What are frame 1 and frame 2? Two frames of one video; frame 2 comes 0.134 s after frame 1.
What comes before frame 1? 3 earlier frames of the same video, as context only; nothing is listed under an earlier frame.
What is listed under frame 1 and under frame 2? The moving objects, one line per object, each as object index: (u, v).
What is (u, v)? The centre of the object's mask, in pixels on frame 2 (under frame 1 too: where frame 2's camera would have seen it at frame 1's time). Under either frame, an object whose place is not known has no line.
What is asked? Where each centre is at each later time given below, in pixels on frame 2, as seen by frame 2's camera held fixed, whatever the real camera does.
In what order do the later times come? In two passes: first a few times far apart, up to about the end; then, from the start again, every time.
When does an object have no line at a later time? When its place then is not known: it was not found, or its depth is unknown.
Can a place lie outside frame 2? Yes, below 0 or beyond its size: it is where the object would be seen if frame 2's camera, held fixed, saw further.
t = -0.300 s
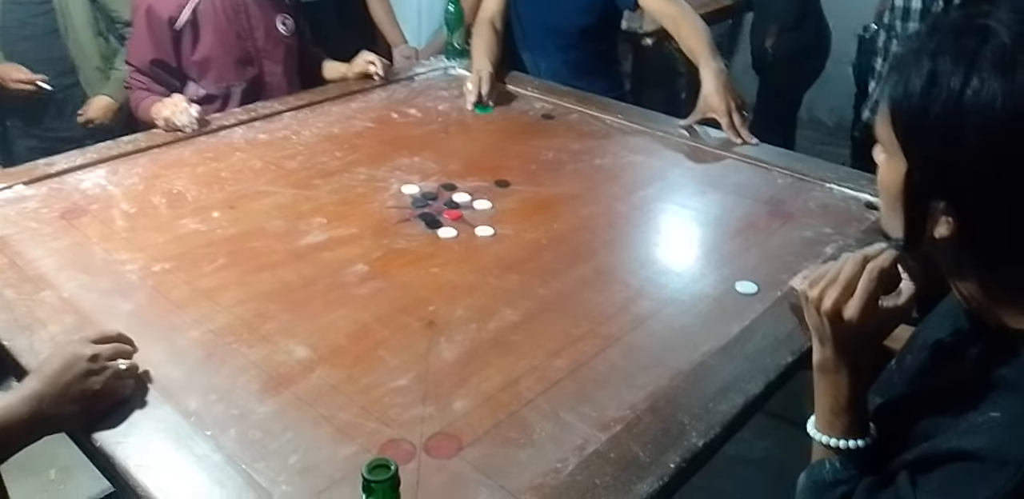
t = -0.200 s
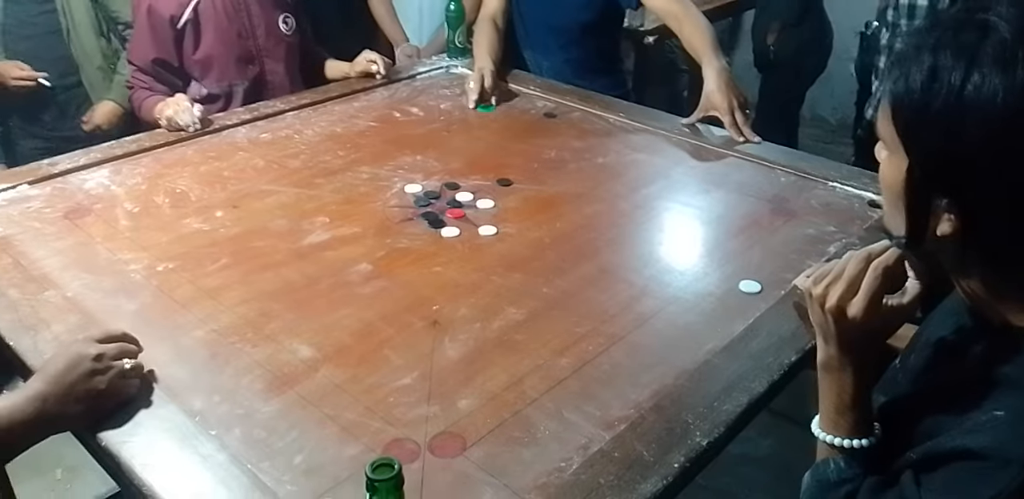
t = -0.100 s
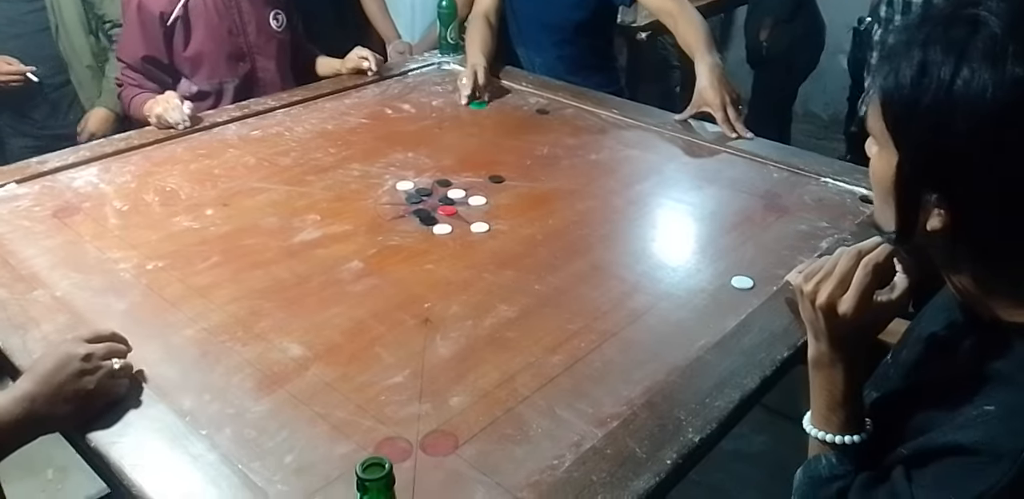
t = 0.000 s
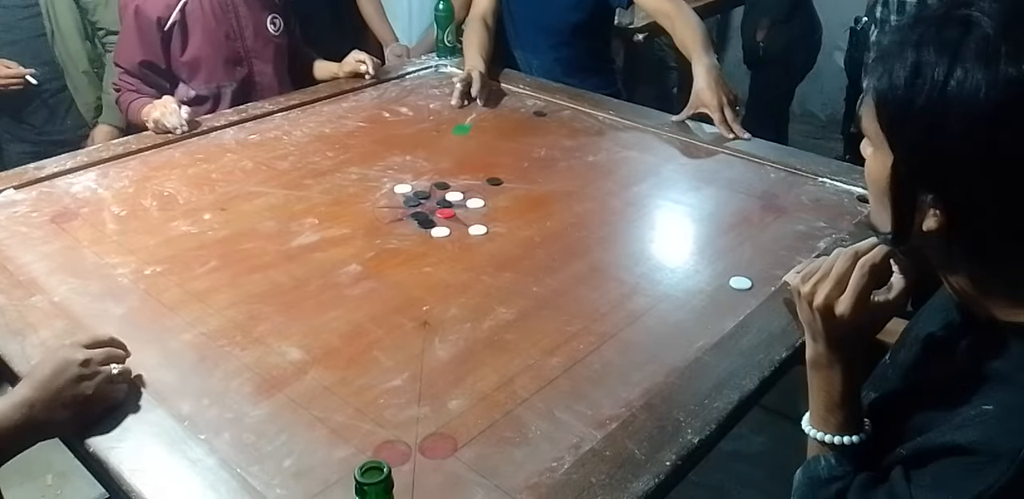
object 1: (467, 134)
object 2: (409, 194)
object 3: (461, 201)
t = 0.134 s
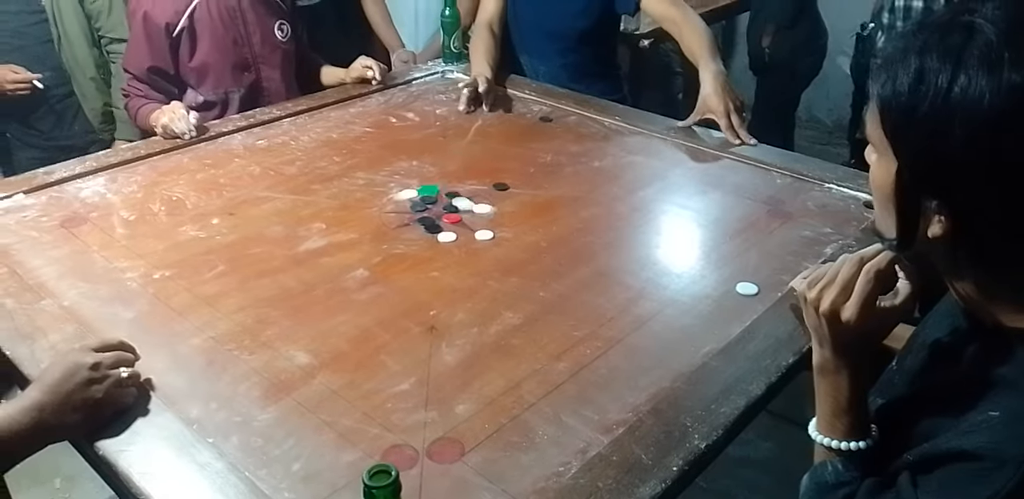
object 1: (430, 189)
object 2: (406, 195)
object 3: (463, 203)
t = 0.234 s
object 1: (424, 194)
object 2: (331, 216)
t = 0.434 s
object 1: (424, 194)
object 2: (181, 257)
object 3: (623, 243)
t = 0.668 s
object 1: (423, 194)
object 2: (59, 290)
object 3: (697, 262)
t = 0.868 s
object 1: (423, 195)
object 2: (82, 281)
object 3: (714, 265)
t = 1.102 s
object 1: (423, 194)
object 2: (82, 281)
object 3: (714, 265)
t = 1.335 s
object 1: (424, 194)
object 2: (82, 281)
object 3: (714, 265)
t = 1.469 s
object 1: (423, 195)
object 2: (82, 282)
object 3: (714, 265)
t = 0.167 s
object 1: (425, 193)
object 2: (383, 201)
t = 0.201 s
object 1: (424, 194)
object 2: (357, 209)
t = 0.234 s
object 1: (424, 194)
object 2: (331, 216)
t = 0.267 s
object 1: (423, 194)
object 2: (305, 223)
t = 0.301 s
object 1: (424, 195)
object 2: (279, 230)
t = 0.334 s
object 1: (424, 194)
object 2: (254, 237)
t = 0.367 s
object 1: (424, 194)
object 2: (229, 244)
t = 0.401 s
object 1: (424, 194)
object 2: (205, 250)
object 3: (610, 239)
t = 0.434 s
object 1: (424, 194)
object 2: (181, 257)
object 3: (623, 243)
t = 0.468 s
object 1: (424, 194)
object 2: (158, 263)
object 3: (636, 246)
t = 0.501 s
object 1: (424, 194)
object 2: (136, 270)
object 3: (647, 249)
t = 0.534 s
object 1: (424, 194)
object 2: (114, 276)
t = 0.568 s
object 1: (423, 194)
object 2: (93, 282)
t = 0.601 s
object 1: (423, 194)
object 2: (74, 287)
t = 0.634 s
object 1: (423, 194)
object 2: (58, 292)
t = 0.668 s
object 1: (423, 194)
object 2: (59, 290)
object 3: (697, 262)
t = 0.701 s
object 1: (423, 194)
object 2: (67, 287)
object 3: (702, 263)
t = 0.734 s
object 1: (423, 194)
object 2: (72, 285)
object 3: (706, 263)
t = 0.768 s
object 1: (423, 195)
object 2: (77, 283)
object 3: (710, 264)
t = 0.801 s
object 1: (423, 195)
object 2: (80, 282)
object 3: (712, 265)
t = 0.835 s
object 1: (423, 195)
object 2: (82, 281)
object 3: (714, 265)
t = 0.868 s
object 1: (423, 195)
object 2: (82, 281)
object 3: (714, 265)
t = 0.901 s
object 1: (423, 195)
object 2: (82, 281)
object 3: (714, 265)
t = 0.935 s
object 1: (423, 195)
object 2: (82, 281)
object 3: (714, 265)
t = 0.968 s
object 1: (423, 195)
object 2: (82, 281)
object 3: (714, 265)
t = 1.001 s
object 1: (423, 195)
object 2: (82, 281)
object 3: (714, 265)
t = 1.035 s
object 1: (423, 195)
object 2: (82, 281)
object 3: (714, 265)
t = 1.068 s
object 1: (423, 194)
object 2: (82, 281)
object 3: (714, 265)
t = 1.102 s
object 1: (423, 194)
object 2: (82, 281)
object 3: (714, 265)
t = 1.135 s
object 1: (423, 194)
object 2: (82, 282)
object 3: (714, 265)
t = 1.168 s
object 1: (423, 194)
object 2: (82, 282)
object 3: (714, 265)
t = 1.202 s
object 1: (423, 194)
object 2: (82, 281)
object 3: (714, 265)
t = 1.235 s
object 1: (424, 194)
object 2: (82, 281)
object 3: (714, 265)
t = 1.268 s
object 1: (424, 194)
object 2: (82, 282)
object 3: (714, 265)
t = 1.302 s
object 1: (423, 194)
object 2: (82, 282)
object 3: (714, 265)
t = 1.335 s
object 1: (424, 194)
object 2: (82, 281)
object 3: (714, 265)
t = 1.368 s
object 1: (424, 194)
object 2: (82, 281)
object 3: (714, 265)
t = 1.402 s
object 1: (423, 194)
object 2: (82, 282)
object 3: (714, 265)
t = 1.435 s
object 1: (424, 195)
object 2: (82, 282)
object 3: (714, 265)
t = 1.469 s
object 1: (423, 195)
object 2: (82, 282)
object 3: (714, 265)
